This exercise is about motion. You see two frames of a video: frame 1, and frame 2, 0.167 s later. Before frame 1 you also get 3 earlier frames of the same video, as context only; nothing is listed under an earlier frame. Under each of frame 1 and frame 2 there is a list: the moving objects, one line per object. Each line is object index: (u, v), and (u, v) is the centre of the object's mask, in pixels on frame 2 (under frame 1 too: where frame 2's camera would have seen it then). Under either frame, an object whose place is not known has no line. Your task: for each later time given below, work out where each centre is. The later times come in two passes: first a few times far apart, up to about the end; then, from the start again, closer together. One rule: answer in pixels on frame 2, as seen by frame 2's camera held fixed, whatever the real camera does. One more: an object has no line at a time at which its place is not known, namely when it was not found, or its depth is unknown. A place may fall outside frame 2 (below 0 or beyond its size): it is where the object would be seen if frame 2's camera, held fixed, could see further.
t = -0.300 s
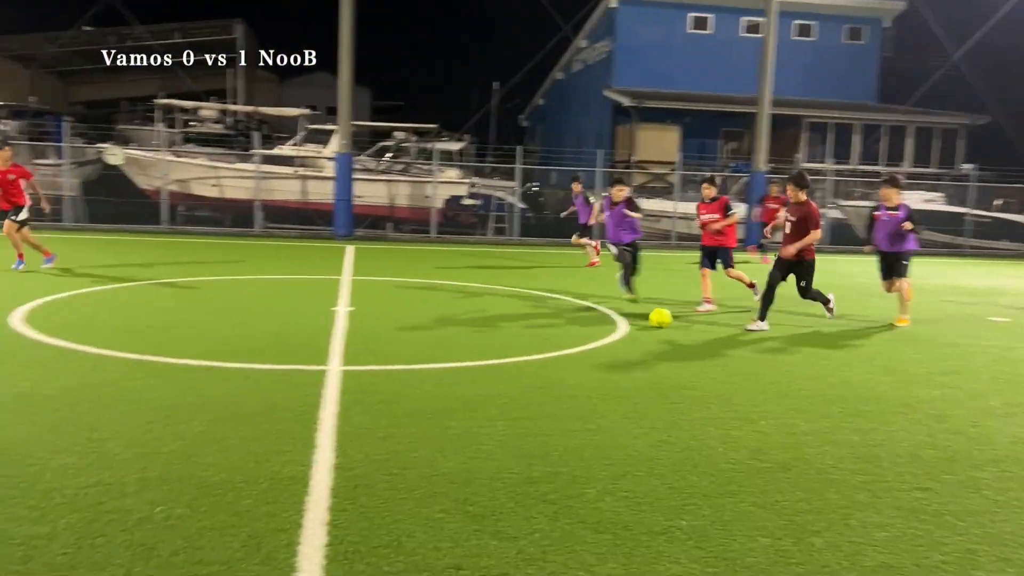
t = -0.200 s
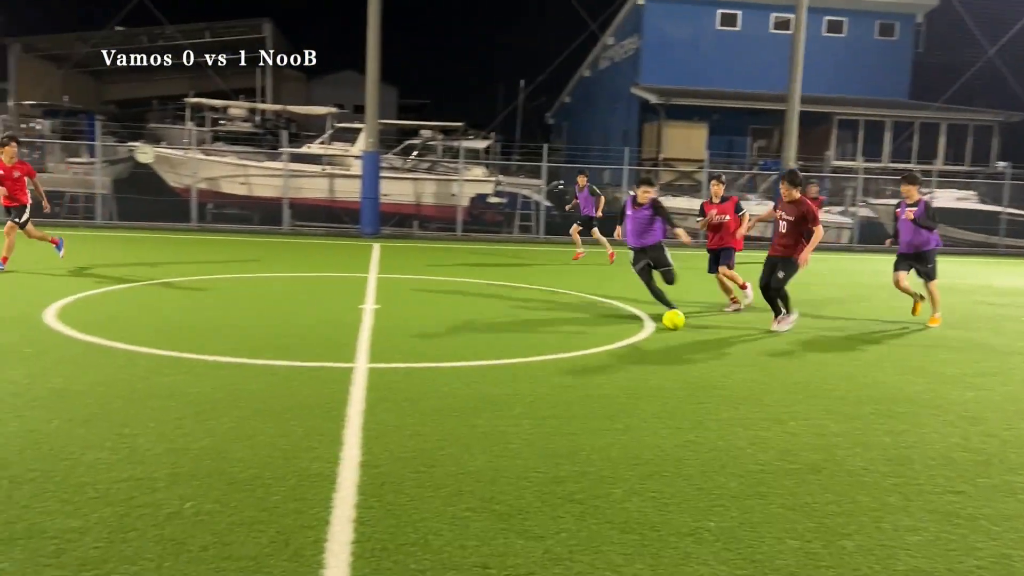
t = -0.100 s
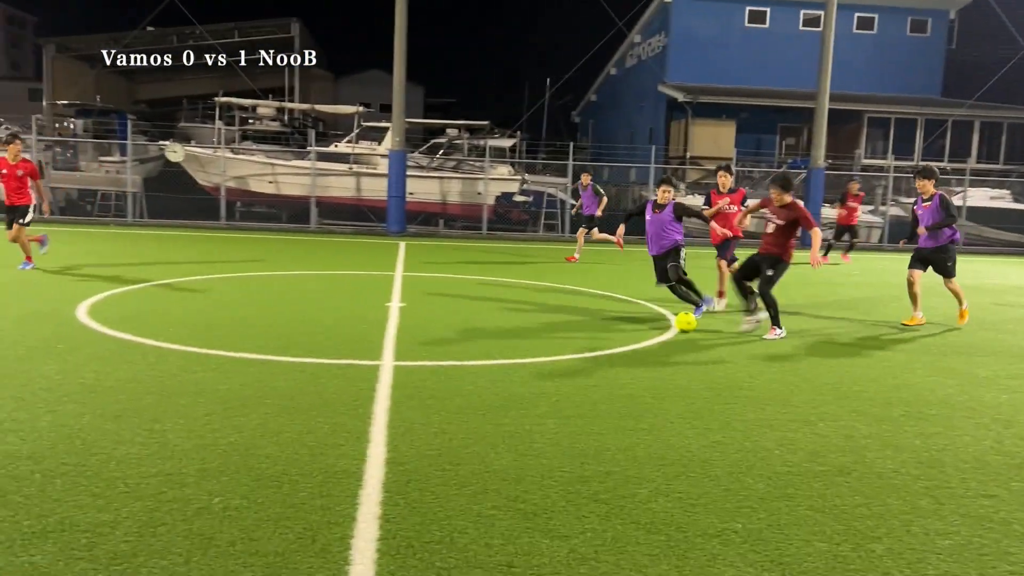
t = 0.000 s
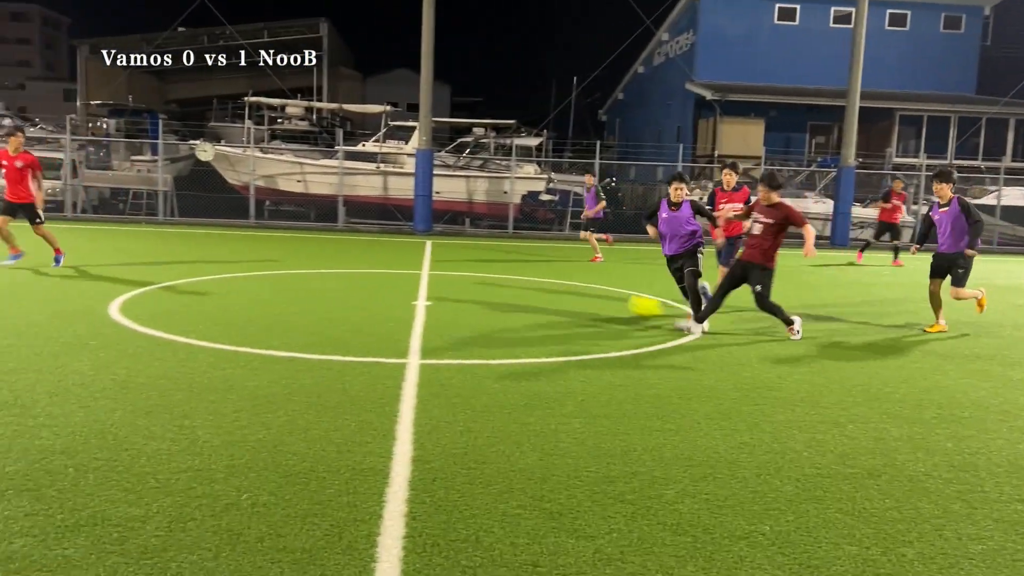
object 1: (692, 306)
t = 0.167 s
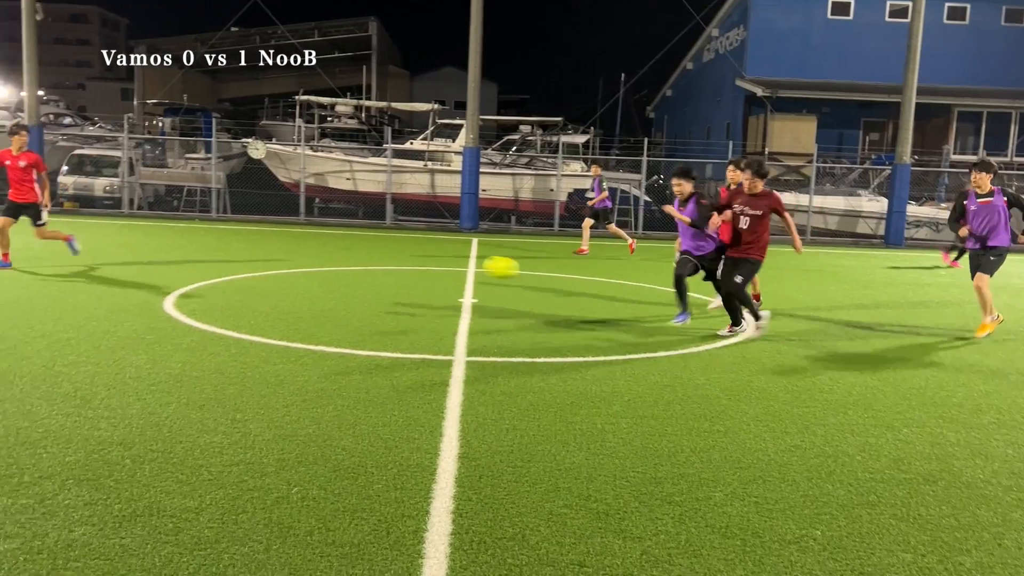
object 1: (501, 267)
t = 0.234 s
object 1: (424, 259)
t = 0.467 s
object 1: (145, 265)
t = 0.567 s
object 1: (21, 285)
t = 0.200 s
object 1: (461, 262)
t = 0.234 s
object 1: (424, 259)
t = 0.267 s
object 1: (385, 257)
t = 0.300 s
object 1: (345, 256)
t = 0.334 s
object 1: (305, 256)
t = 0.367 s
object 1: (265, 256)
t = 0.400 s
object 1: (225, 258)
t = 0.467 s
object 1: (145, 265)
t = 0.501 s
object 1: (104, 271)
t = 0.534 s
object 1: (63, 278)
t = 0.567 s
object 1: (21, 285)
